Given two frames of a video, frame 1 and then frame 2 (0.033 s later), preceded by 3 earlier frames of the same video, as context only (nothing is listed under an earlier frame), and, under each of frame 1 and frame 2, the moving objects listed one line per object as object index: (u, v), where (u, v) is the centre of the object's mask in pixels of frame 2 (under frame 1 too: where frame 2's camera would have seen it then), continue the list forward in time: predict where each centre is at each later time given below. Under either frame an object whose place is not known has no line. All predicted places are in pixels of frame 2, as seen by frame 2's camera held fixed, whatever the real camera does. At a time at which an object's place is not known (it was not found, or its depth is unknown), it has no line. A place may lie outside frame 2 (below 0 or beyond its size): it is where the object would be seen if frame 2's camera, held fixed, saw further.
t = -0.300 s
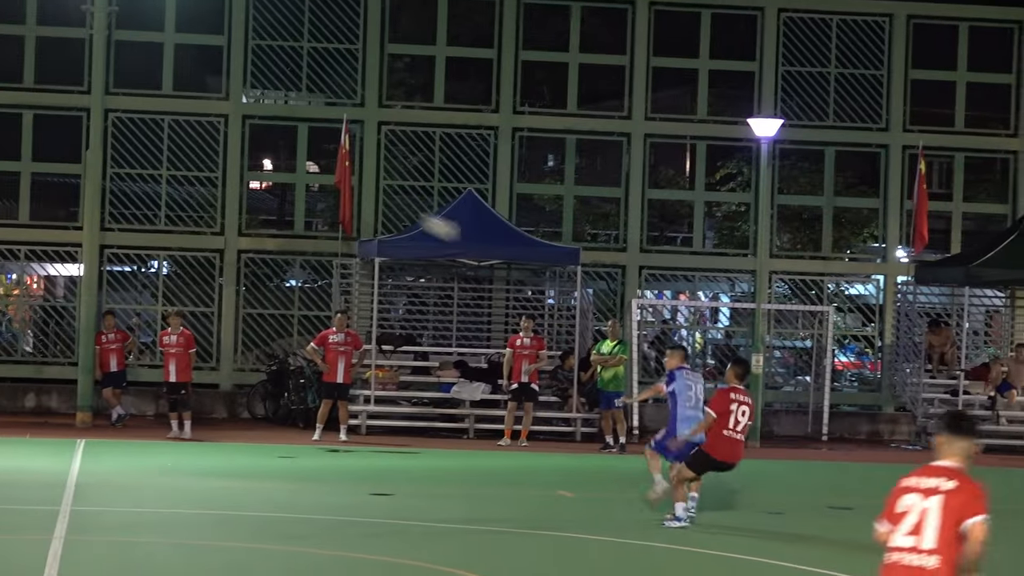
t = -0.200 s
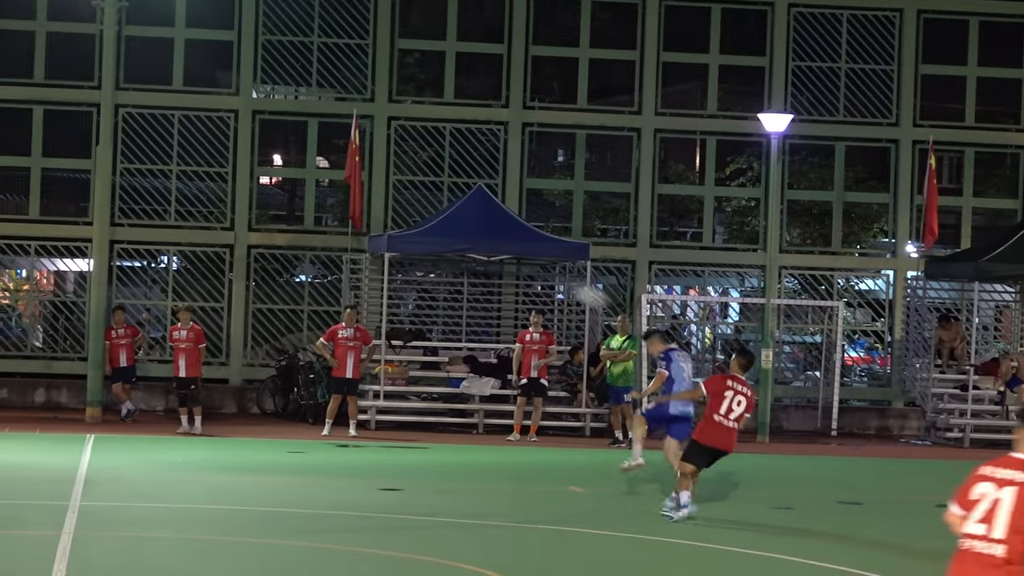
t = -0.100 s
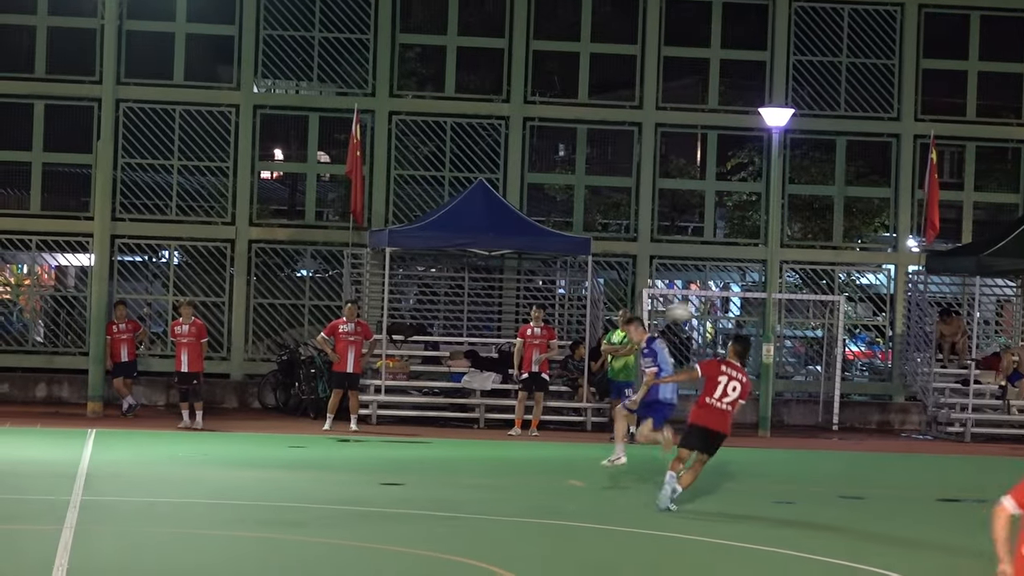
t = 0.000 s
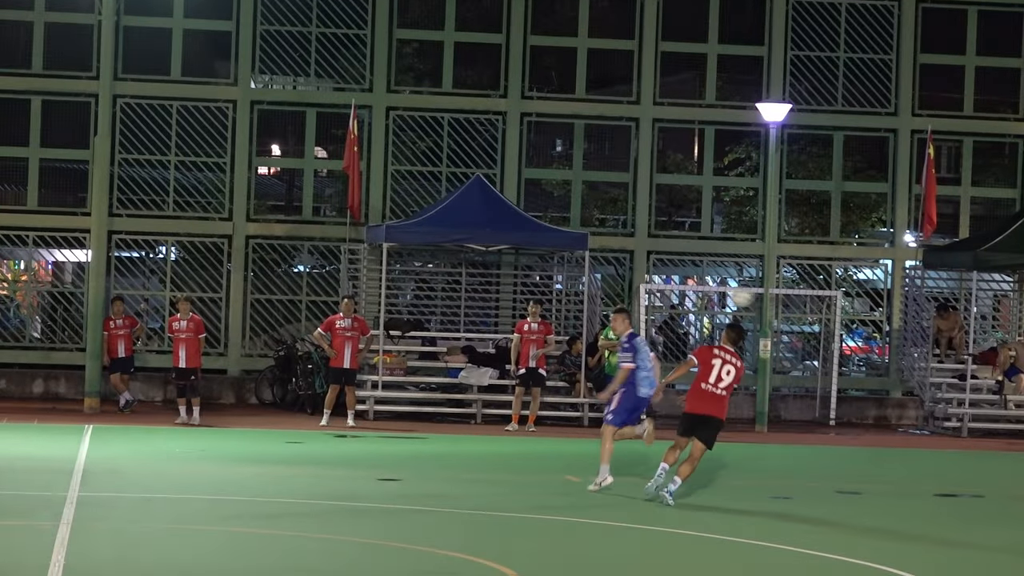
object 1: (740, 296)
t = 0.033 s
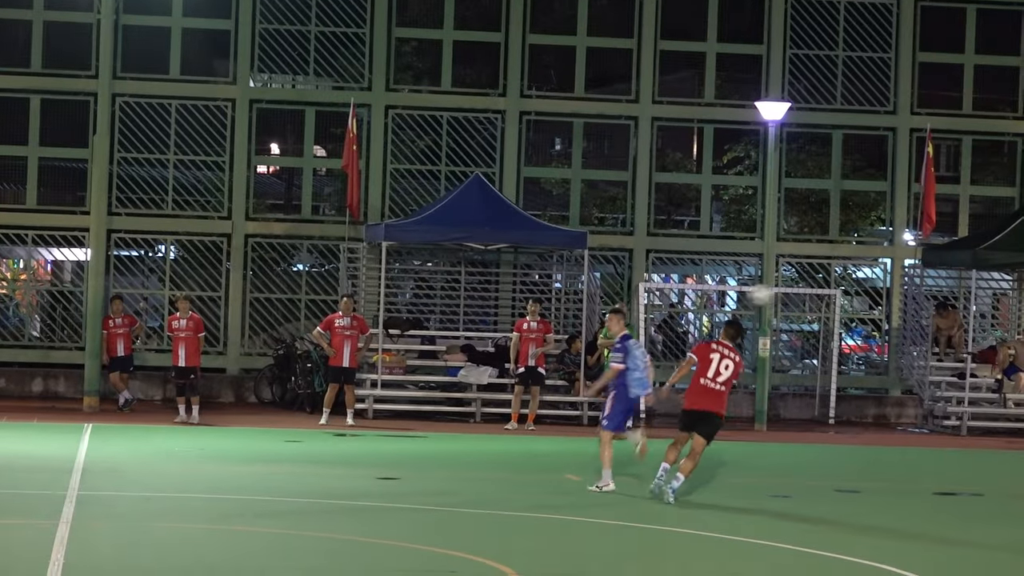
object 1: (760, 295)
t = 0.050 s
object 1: (770, 294)
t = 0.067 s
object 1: (781, 295)
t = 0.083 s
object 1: (792, 296)
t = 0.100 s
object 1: (803, 298)
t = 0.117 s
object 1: (815, 299)
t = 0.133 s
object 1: (825, 300)
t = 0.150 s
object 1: (838, 301)
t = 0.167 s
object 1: (852, 304)
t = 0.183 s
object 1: (861, 307)
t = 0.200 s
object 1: (869, 309)
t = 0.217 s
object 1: (883, 314)
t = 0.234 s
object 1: (894, 317)
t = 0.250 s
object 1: (905, 322)
